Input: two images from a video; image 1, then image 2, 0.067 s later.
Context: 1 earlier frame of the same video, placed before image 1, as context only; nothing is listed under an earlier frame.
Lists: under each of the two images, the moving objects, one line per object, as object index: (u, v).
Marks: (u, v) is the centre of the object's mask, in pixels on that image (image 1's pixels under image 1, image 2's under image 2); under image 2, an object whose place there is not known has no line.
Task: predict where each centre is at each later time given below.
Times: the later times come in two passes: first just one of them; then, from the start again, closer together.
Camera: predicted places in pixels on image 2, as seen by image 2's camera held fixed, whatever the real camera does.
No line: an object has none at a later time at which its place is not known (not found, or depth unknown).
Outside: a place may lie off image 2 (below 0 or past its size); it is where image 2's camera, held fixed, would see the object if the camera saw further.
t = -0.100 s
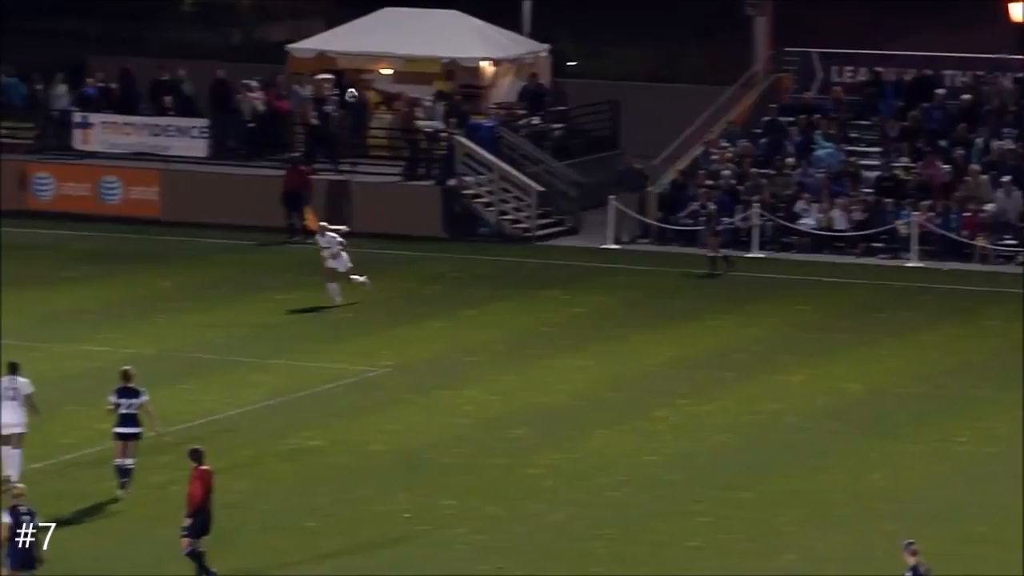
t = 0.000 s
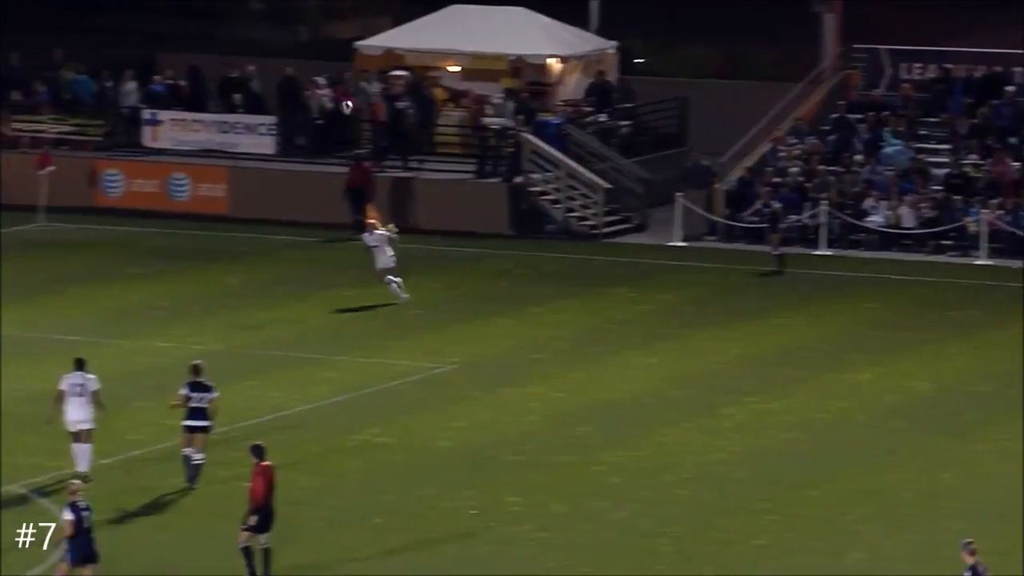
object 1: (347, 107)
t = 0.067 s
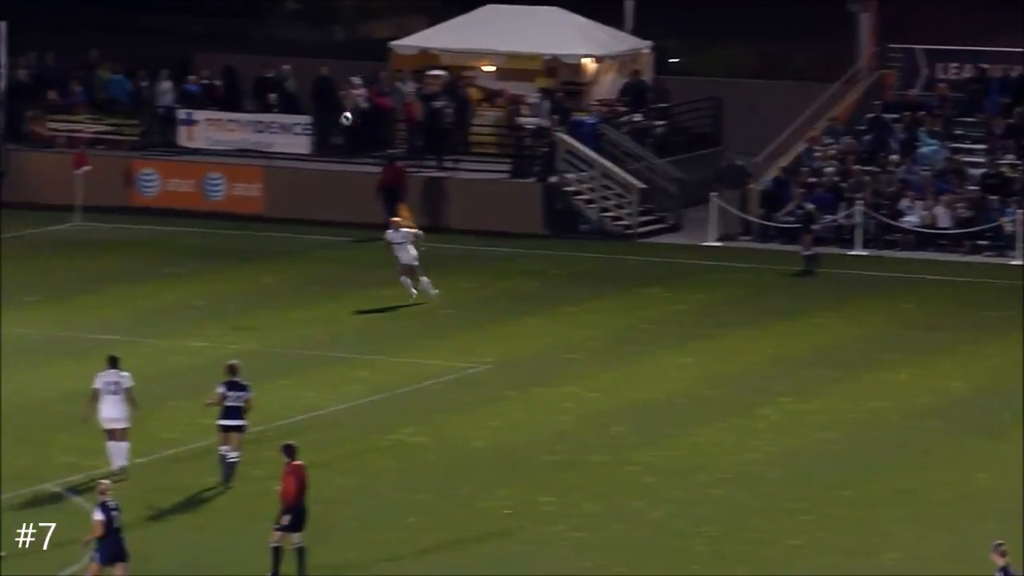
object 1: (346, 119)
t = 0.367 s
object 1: (186, 201)
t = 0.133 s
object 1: (311, 132)
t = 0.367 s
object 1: (186, 201)
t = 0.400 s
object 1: (168, 214)
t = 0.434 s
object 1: (150, 227)
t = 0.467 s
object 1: (133, 241)
